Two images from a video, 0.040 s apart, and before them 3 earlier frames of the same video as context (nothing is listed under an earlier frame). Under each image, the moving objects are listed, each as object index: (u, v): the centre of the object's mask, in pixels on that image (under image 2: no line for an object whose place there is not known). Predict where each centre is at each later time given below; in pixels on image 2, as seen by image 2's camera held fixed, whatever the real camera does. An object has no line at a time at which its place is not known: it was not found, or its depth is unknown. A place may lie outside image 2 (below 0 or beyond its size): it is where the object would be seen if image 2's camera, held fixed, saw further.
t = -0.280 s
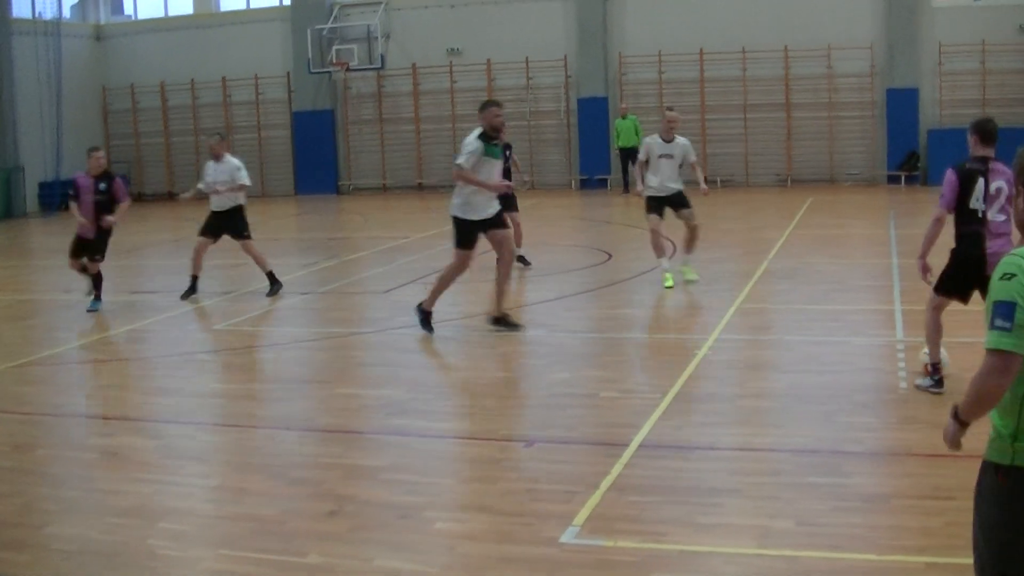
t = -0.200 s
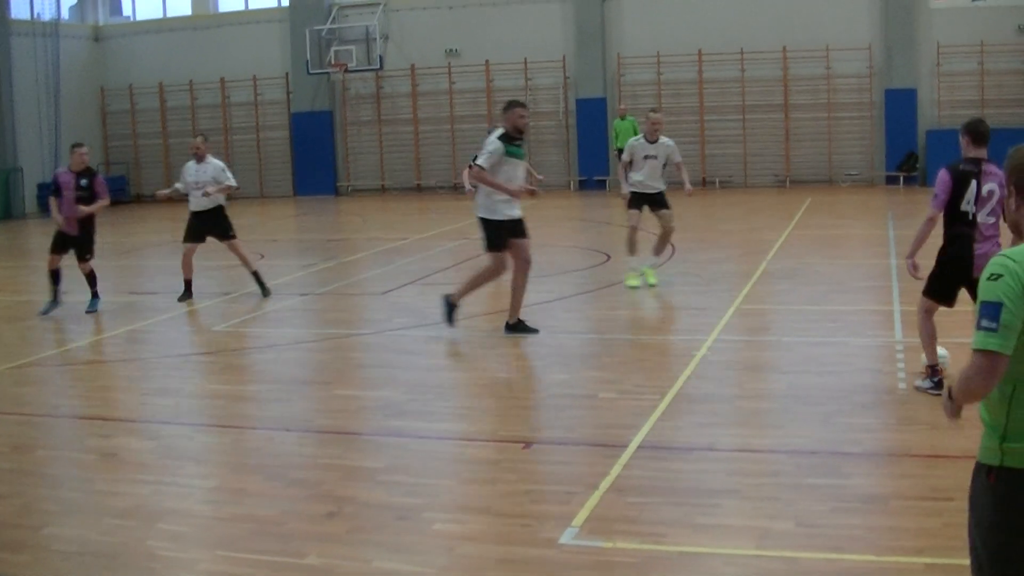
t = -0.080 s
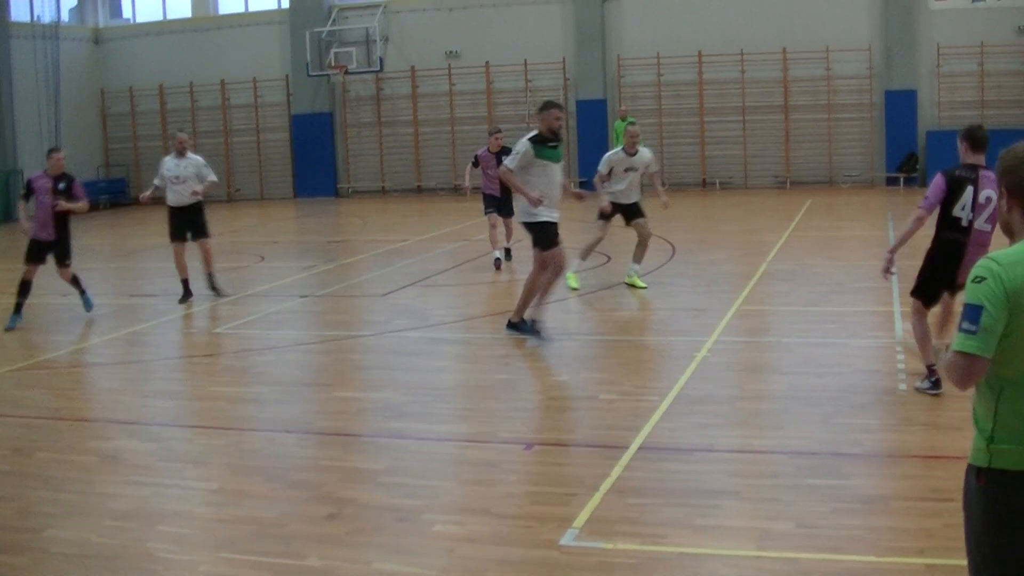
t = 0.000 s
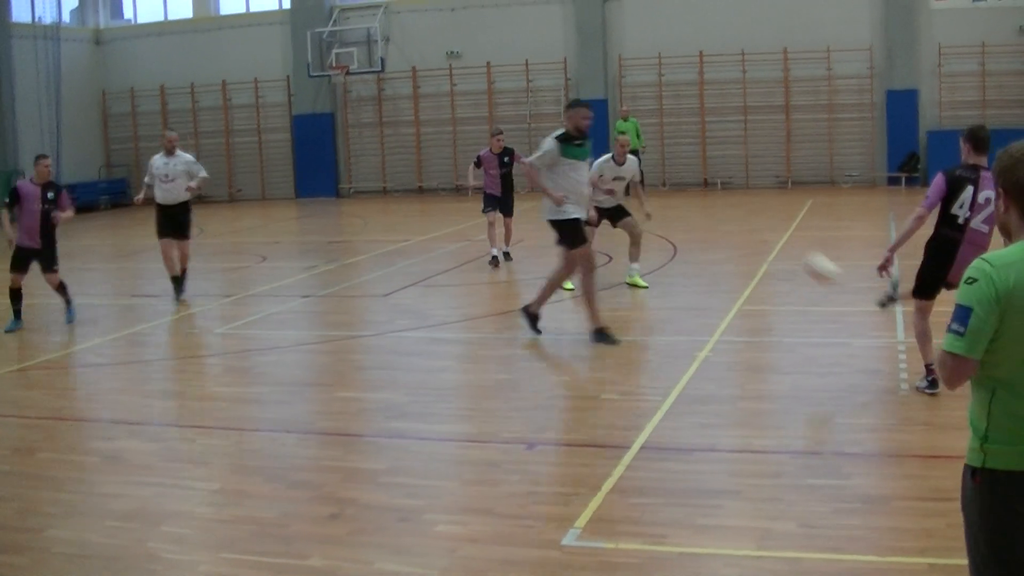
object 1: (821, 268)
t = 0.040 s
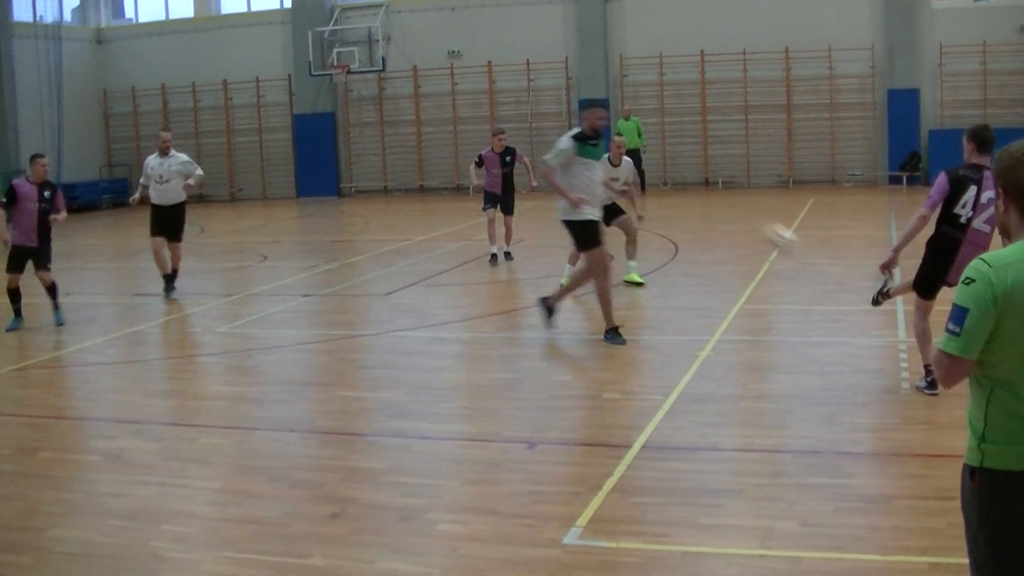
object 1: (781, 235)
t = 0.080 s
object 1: (738, 207)
